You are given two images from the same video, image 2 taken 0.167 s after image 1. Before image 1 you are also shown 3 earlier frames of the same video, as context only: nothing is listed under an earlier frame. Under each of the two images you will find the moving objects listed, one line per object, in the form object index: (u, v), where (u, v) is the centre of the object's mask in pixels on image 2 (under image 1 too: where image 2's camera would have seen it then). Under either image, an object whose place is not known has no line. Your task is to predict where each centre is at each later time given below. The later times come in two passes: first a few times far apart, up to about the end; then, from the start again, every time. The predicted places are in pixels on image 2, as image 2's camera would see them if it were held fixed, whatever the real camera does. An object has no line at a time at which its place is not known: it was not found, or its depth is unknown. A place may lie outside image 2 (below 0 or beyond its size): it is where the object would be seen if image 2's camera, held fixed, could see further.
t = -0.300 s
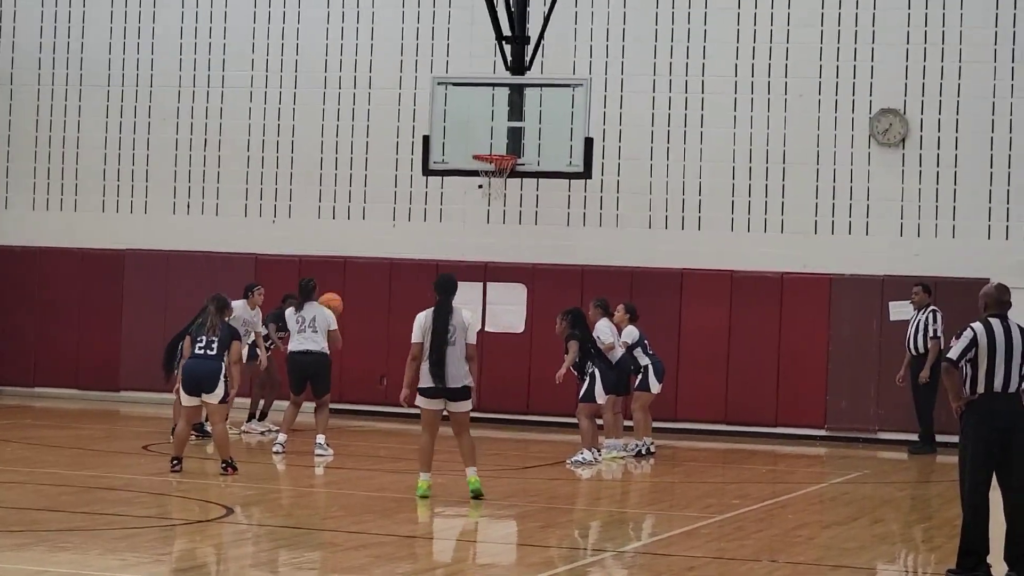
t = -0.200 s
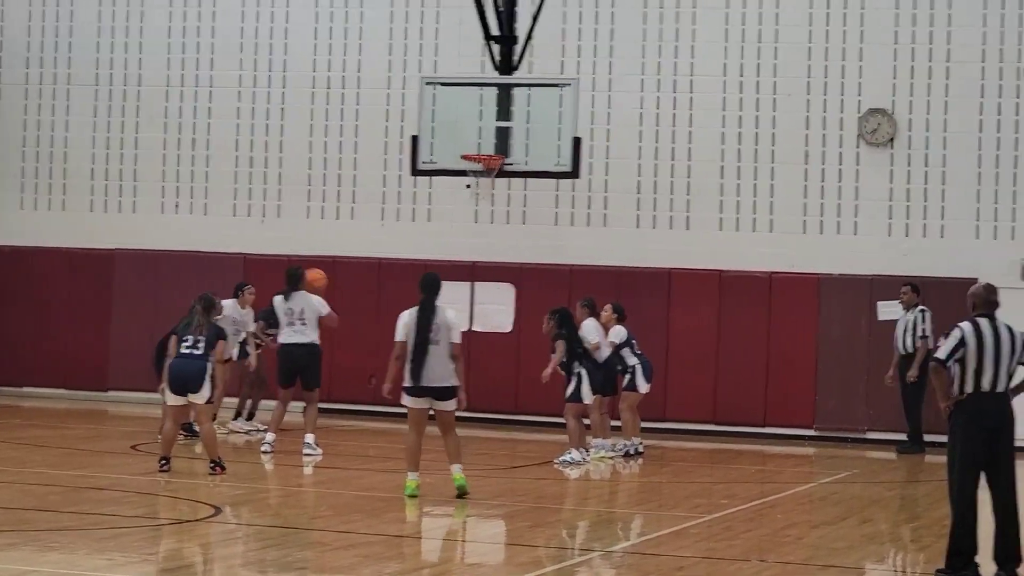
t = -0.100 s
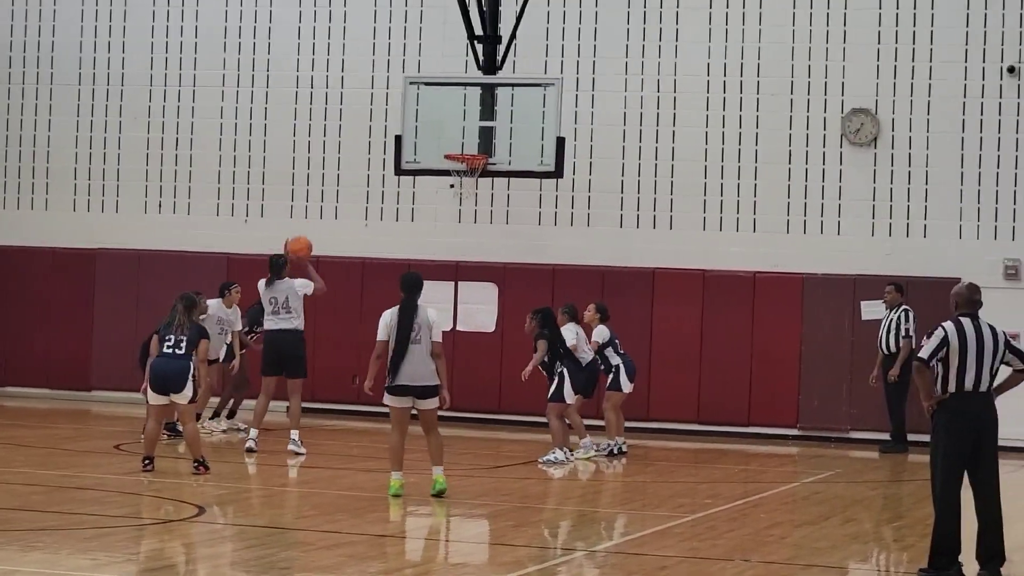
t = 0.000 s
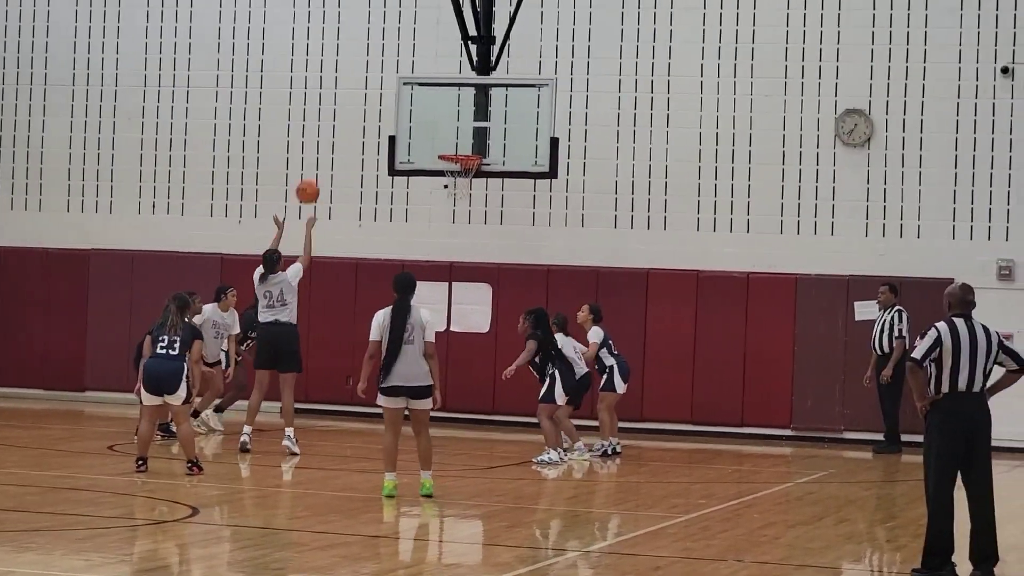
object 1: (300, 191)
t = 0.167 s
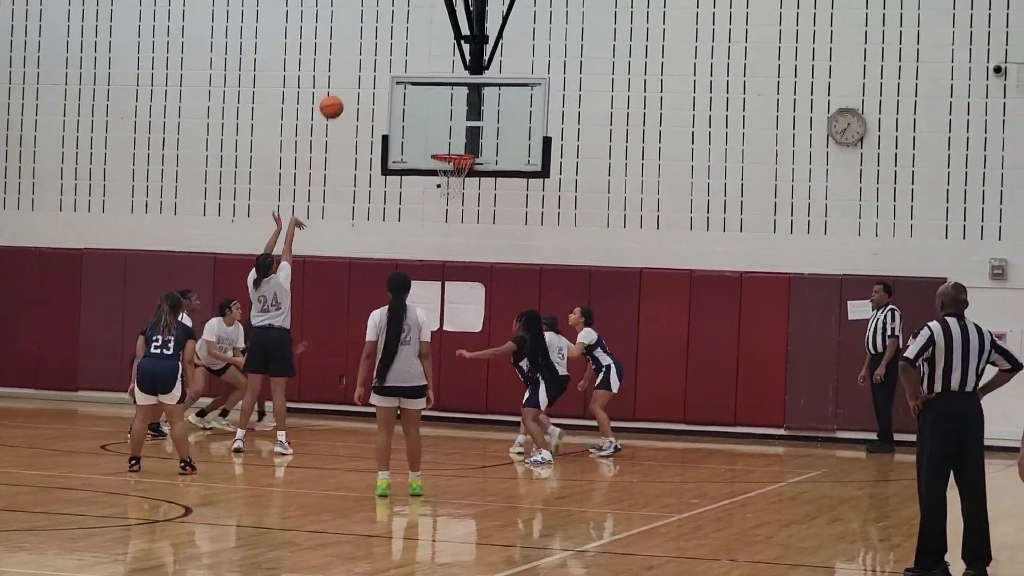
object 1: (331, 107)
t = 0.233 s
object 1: (343, 82)
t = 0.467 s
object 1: (379, 33)
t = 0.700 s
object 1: (410, 36)
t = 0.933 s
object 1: (438, 88)
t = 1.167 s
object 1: (456, 142)
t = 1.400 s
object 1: (458, 135)
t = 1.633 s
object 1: (448, 145)
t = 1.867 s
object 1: (457, 152)
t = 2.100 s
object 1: (441, 188)
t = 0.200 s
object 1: (337, 94)
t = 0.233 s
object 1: (343, 82)
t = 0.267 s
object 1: (348, 72)
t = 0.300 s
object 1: (353, 63)
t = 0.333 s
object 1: (359, 54)
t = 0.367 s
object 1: (364, 47)
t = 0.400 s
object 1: (369, 42)
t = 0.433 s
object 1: (374, 36)
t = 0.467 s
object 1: (379, 33)
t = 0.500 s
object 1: (383, 30)
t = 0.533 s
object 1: (388, 29)
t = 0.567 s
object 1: (393, 28)
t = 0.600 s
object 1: (398, 29)
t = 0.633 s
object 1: (402, 30)
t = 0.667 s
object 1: (406, 32)
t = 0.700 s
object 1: (410, 36)
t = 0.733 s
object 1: (415, 41)
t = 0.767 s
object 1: (419, 47)
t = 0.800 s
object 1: (423, 53)
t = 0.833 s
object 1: (426, 60)
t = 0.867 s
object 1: (430, 69)
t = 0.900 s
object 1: (434, 78)
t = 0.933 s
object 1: (438, 88)
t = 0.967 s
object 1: (441, 99)
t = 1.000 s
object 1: (445, 112)
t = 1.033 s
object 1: (449, 125)
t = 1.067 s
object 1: (453, 138)
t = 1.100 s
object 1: (454, 144)
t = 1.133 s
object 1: (456, 143)
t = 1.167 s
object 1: (456, 142)
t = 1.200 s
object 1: (457, 143)
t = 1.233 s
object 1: (459, 144)
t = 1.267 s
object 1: (460, 145)
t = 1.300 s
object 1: (462, 144)
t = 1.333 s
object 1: (461, 140)
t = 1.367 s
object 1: (460, 137)
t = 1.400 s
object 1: (458, 135)
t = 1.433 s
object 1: (457, 134)
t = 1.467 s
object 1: (455, 134)
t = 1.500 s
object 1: (453, 135)
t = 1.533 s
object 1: (451, 137)
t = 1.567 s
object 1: (450, 140)
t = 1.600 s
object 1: (448, 144)
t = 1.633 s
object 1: (448, 145)
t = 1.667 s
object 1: (450, 145)
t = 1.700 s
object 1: (451, 146)
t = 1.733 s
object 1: (453, 146)
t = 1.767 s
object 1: (455, 148)
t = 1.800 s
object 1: (458, 150)
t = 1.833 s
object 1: (460, 151)
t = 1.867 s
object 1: (457, 152)
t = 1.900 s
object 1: (455, 160)
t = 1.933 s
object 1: (450, 165)
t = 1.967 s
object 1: (447, 171)
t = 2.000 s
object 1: (445, 176)
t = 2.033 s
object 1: (443, 182)
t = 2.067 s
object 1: (442, 184)
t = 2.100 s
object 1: (441, 188)
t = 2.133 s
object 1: (440, 192)
